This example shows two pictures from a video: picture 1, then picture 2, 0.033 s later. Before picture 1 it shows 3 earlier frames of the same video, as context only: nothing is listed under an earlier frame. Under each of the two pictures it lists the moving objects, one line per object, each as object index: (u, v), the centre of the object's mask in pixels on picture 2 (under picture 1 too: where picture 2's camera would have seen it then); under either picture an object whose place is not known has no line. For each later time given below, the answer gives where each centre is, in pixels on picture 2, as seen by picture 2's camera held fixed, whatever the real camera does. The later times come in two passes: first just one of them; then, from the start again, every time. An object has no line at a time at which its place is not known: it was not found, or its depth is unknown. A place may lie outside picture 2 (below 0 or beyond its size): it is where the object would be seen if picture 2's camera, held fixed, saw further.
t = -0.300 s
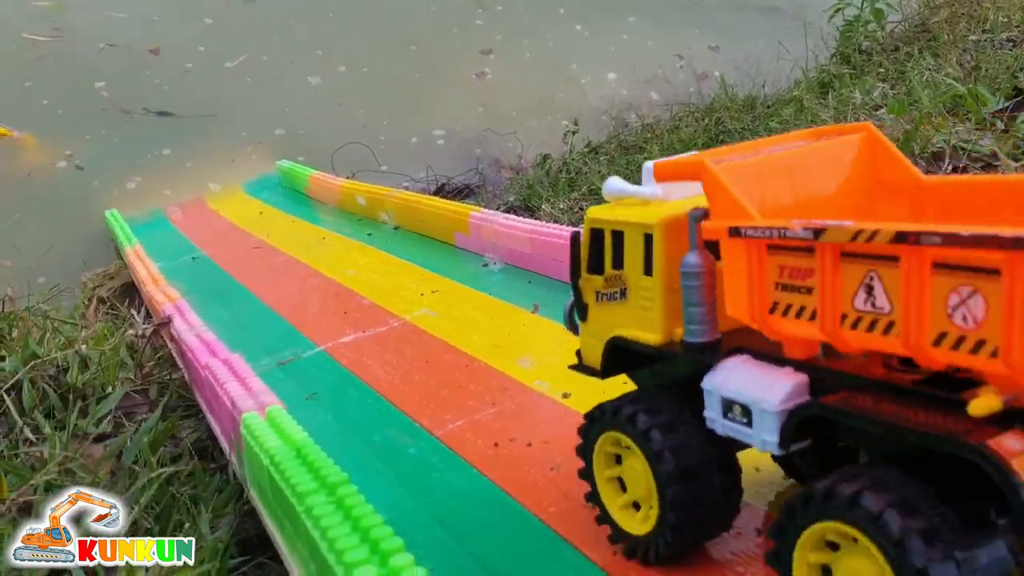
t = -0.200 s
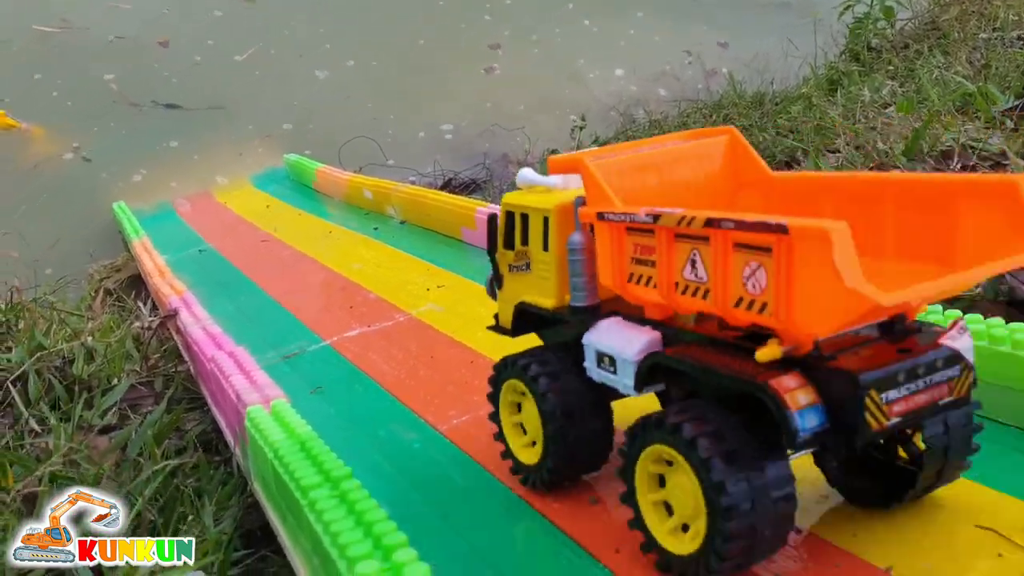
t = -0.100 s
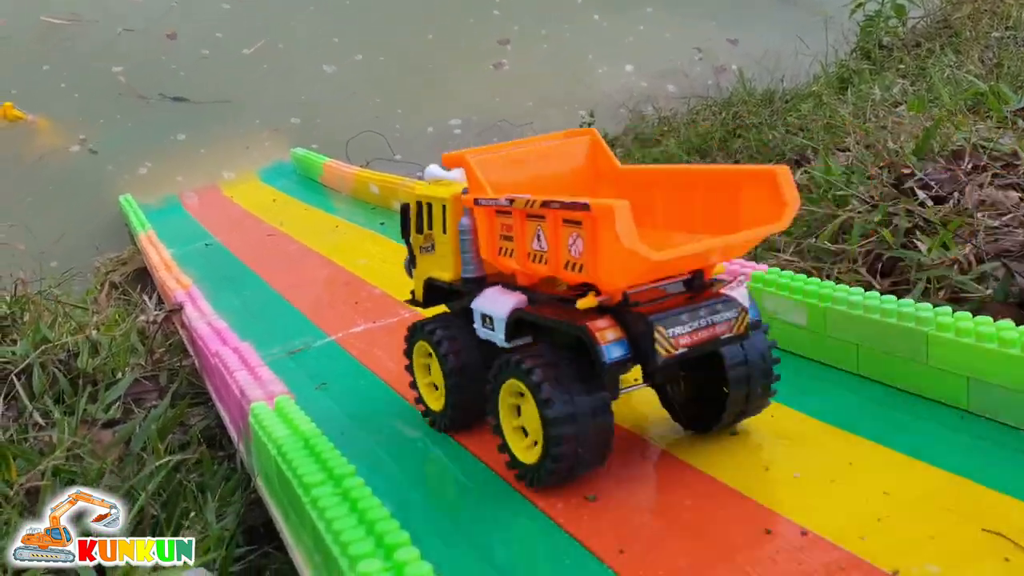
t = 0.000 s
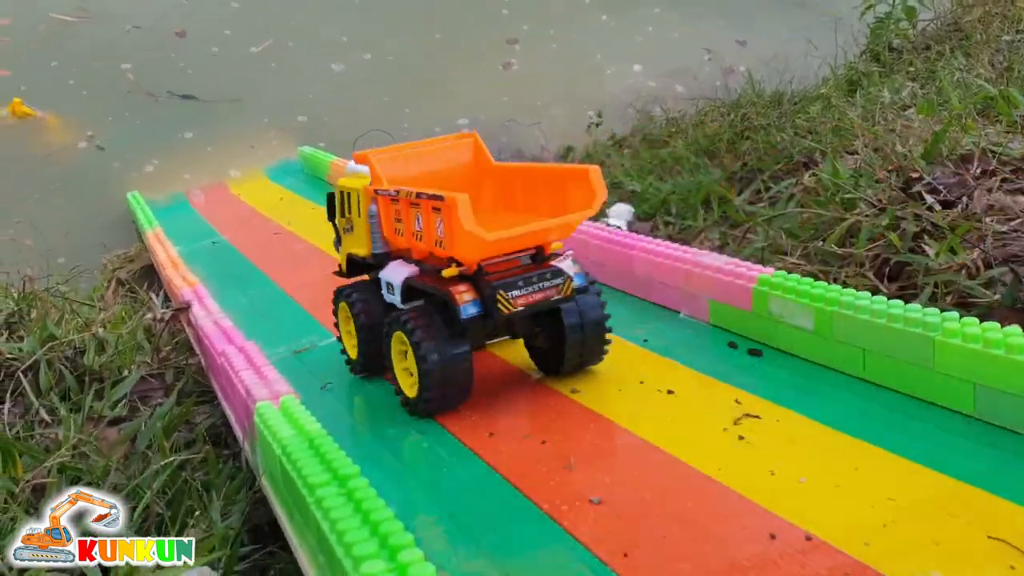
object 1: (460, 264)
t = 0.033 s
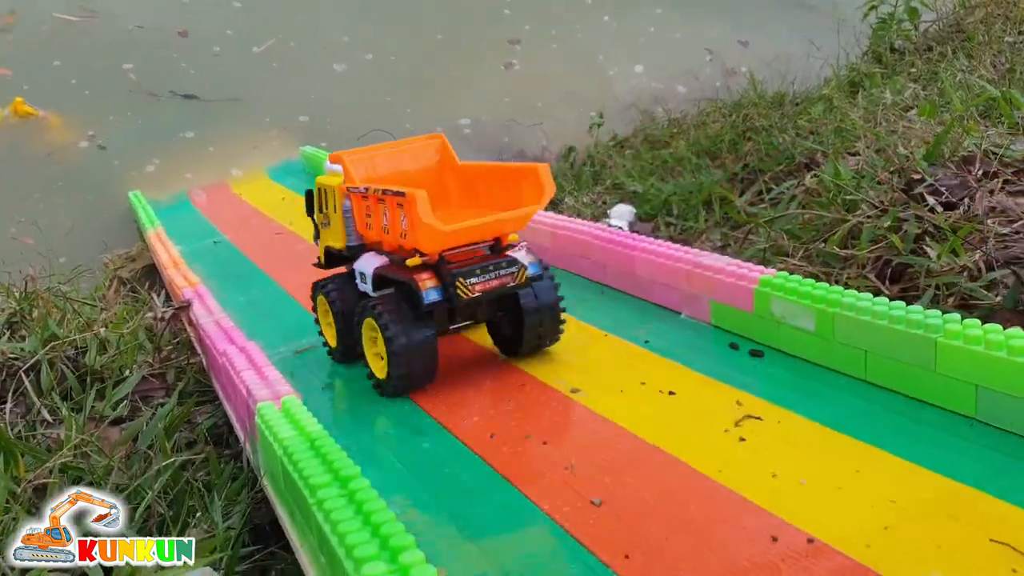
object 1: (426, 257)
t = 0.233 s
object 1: (269, 216)
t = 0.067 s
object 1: (395, 249)
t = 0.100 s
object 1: (365, 241)
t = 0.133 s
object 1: (338, 233)
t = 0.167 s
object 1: (314, 227)
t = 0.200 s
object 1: (291, 220)
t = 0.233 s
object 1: (269, 216)
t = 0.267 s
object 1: (250, 210)
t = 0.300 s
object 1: (232, 206)
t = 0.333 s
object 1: (216, 201)
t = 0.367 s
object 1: (205, 194)
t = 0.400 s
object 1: (198, 187)
